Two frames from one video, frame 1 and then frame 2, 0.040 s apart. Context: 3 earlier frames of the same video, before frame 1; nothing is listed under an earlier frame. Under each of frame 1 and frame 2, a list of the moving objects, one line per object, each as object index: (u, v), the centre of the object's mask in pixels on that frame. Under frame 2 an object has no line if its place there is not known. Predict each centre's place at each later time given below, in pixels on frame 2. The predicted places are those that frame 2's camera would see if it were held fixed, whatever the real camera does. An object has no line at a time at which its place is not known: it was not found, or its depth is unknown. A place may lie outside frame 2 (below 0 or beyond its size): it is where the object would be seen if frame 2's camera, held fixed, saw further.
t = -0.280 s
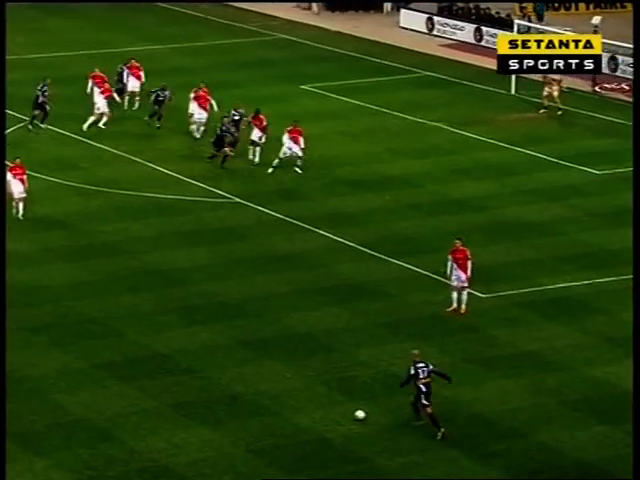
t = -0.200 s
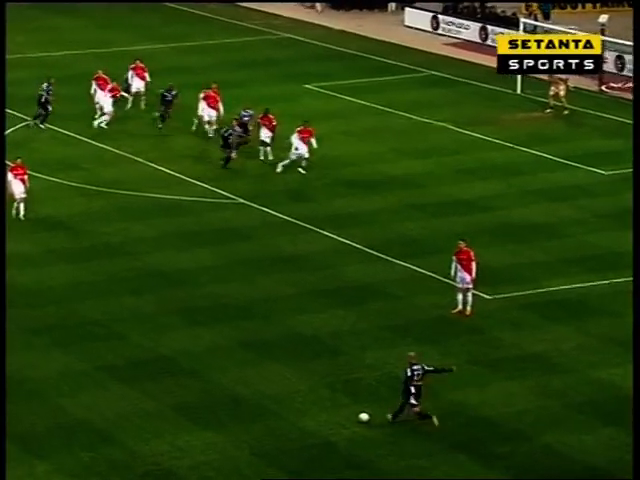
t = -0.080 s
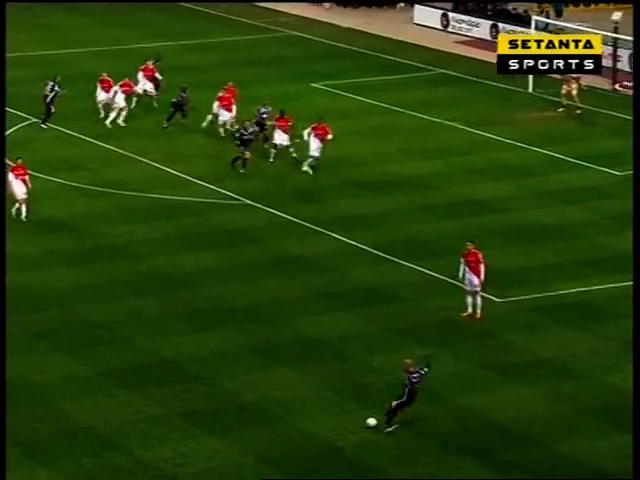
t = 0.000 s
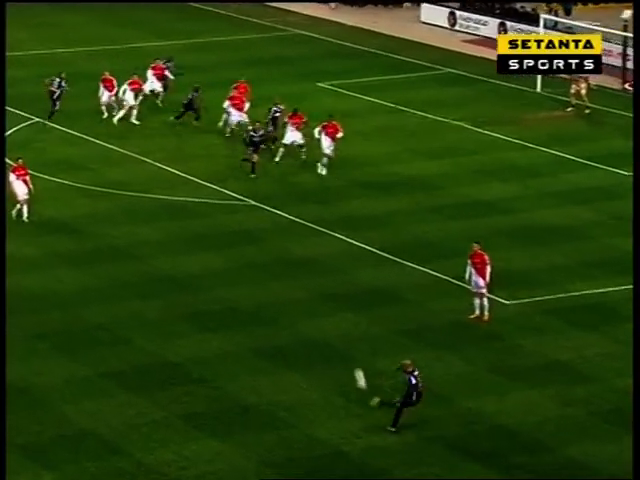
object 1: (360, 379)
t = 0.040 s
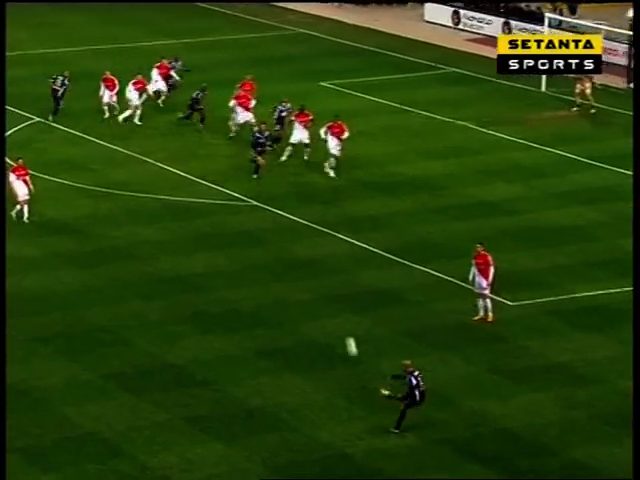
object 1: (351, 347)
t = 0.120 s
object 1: (332, 286)
